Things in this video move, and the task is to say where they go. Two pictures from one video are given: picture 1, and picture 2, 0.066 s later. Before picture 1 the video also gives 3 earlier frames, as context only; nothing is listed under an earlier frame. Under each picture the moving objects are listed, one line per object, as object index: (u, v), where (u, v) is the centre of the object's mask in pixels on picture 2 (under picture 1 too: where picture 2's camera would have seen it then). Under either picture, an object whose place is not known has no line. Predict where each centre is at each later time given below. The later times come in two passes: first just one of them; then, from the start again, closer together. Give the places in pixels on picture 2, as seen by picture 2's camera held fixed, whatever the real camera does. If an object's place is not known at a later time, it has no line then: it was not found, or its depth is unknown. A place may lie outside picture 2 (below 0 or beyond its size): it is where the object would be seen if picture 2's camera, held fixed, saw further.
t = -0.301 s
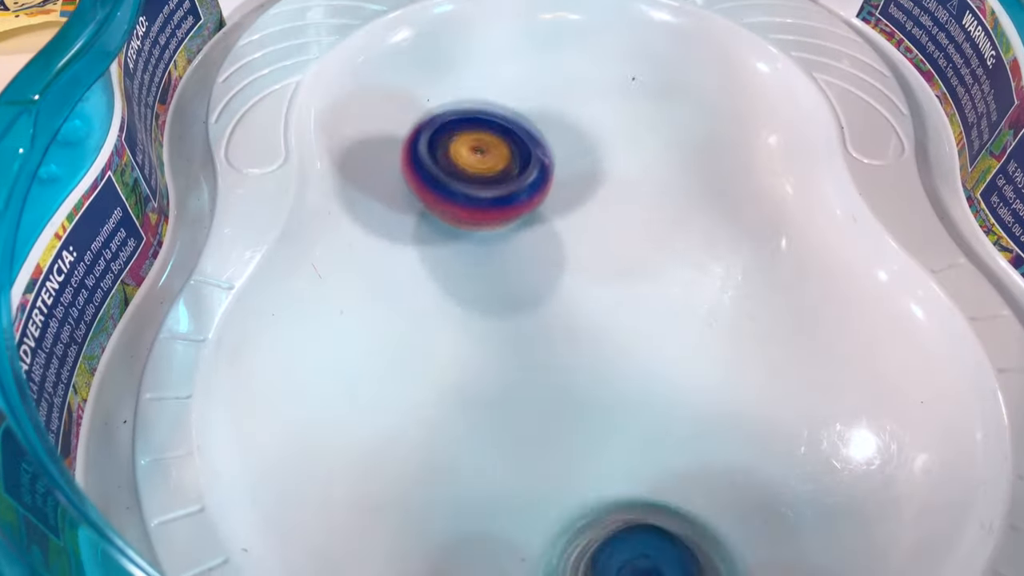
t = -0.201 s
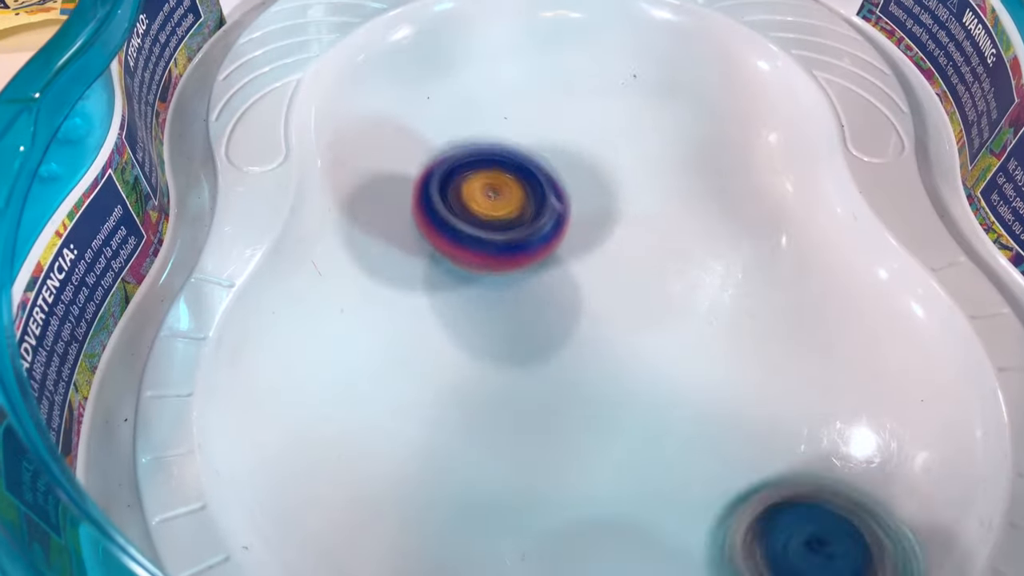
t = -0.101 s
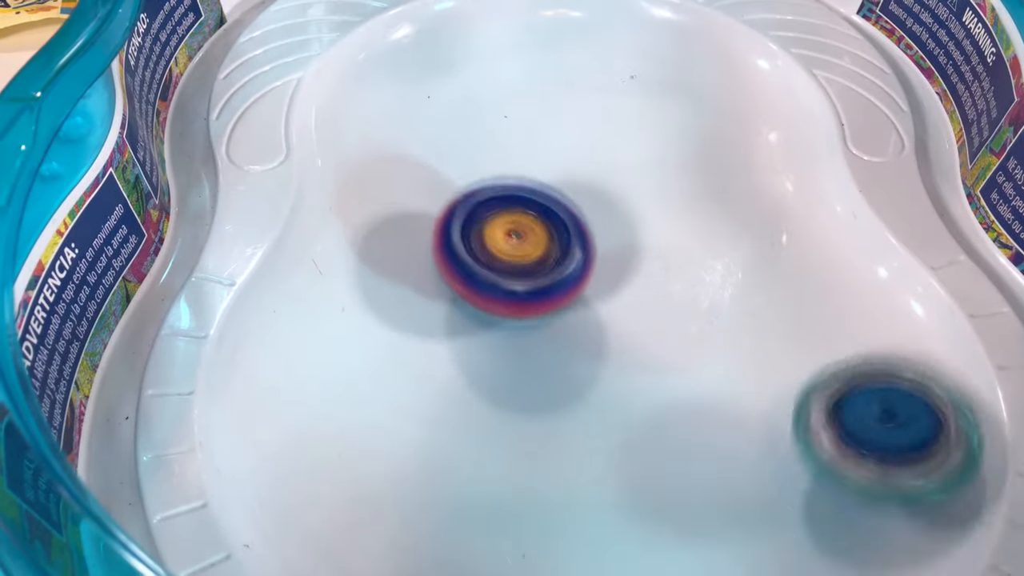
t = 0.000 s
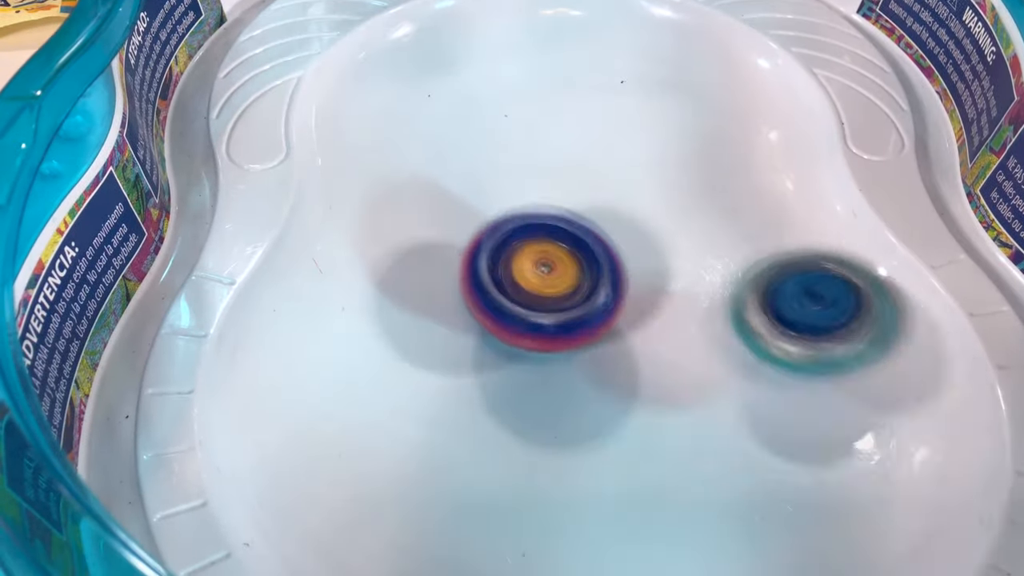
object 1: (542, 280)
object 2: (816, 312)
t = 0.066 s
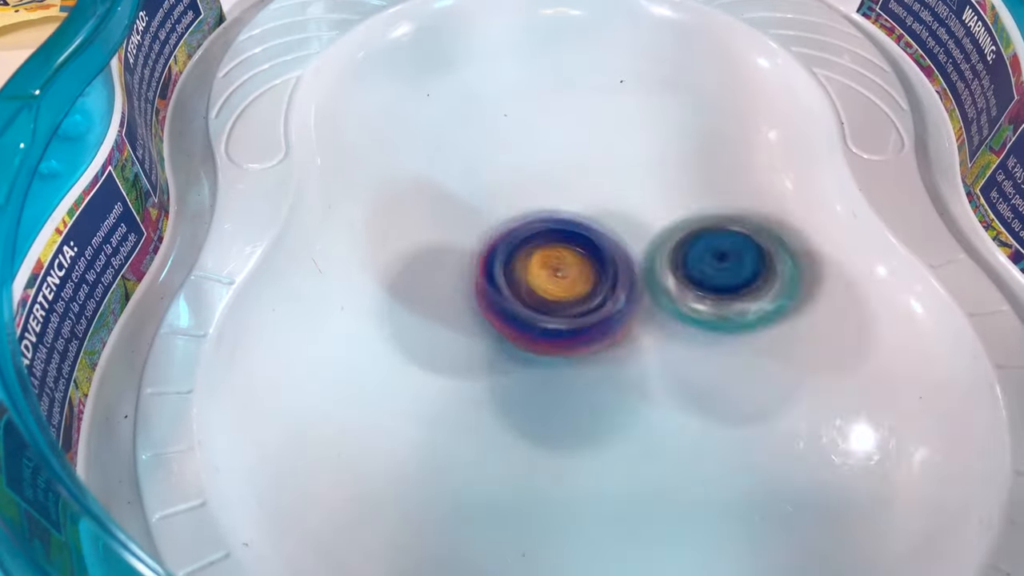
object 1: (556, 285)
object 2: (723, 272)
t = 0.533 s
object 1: (617, 304)
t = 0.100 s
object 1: (466, 255)
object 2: (813, 267)
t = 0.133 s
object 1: (380, 225)
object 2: (891, 254)
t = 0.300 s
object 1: (524, 285)
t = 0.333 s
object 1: (559, 309)
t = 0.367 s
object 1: (580, 313)
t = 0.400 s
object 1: (597, 325)
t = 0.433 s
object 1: (609, 324)
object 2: (585, 495)
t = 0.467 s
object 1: (614, 323)
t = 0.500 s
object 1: (617, 315)
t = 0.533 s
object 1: (617, 304)
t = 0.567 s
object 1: (618, 295)
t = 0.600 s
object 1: (622, 288)
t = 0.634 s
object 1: (626, 277)
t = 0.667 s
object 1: (633, 264)
